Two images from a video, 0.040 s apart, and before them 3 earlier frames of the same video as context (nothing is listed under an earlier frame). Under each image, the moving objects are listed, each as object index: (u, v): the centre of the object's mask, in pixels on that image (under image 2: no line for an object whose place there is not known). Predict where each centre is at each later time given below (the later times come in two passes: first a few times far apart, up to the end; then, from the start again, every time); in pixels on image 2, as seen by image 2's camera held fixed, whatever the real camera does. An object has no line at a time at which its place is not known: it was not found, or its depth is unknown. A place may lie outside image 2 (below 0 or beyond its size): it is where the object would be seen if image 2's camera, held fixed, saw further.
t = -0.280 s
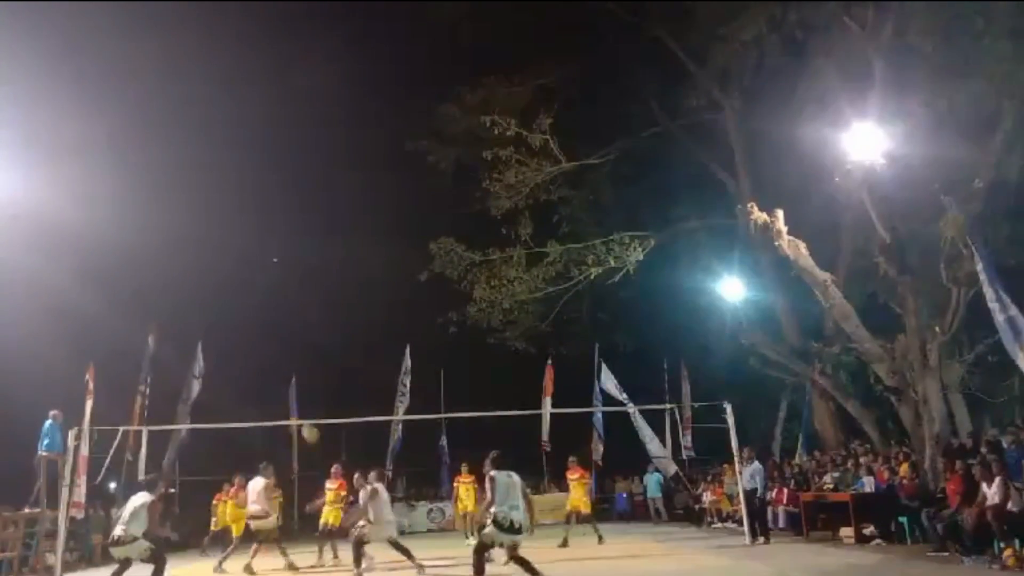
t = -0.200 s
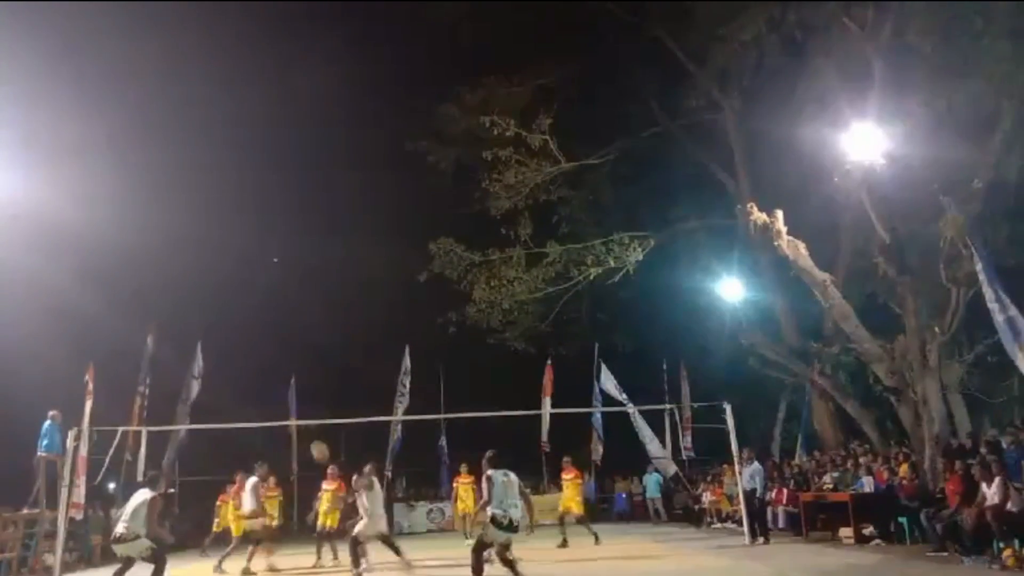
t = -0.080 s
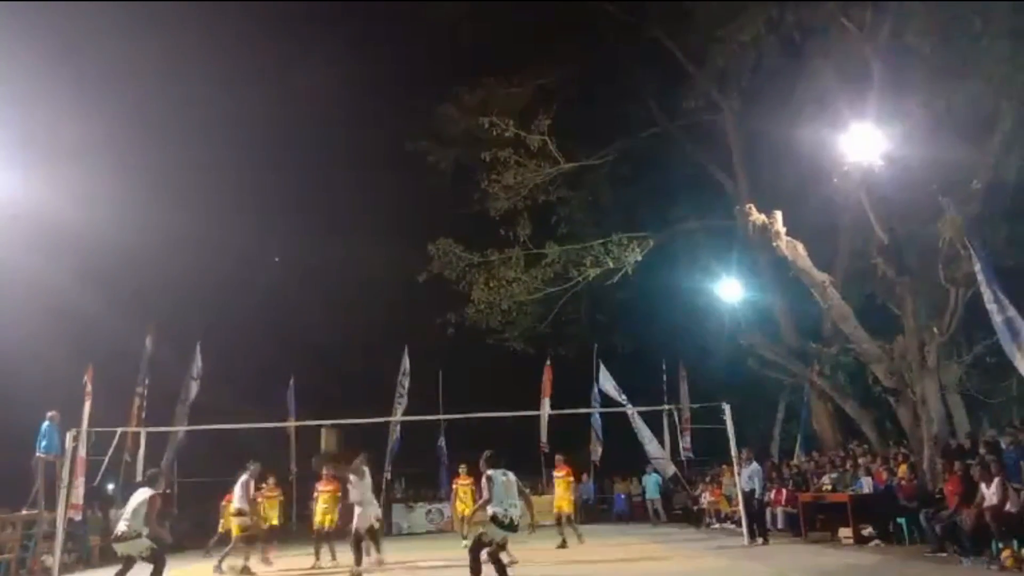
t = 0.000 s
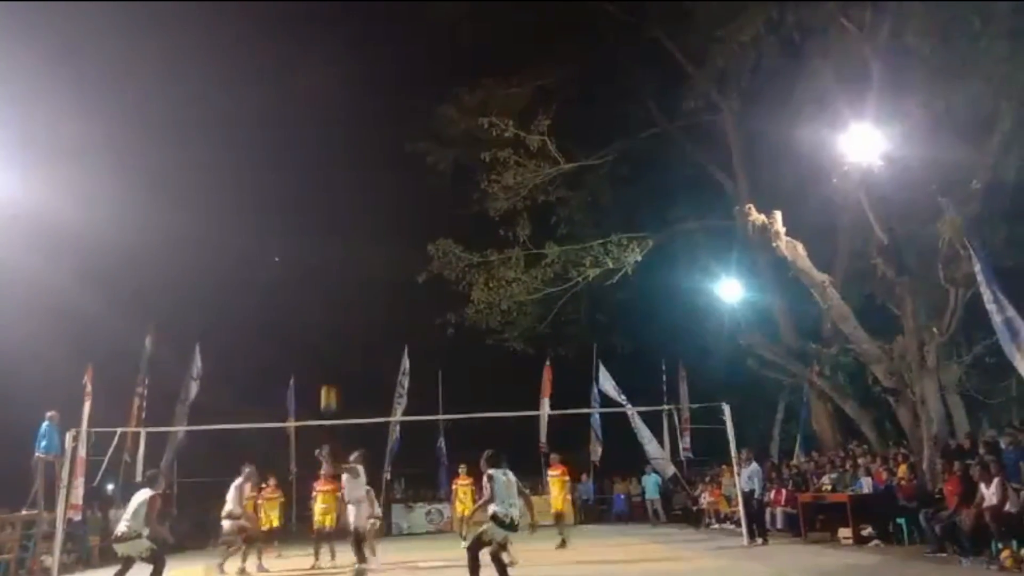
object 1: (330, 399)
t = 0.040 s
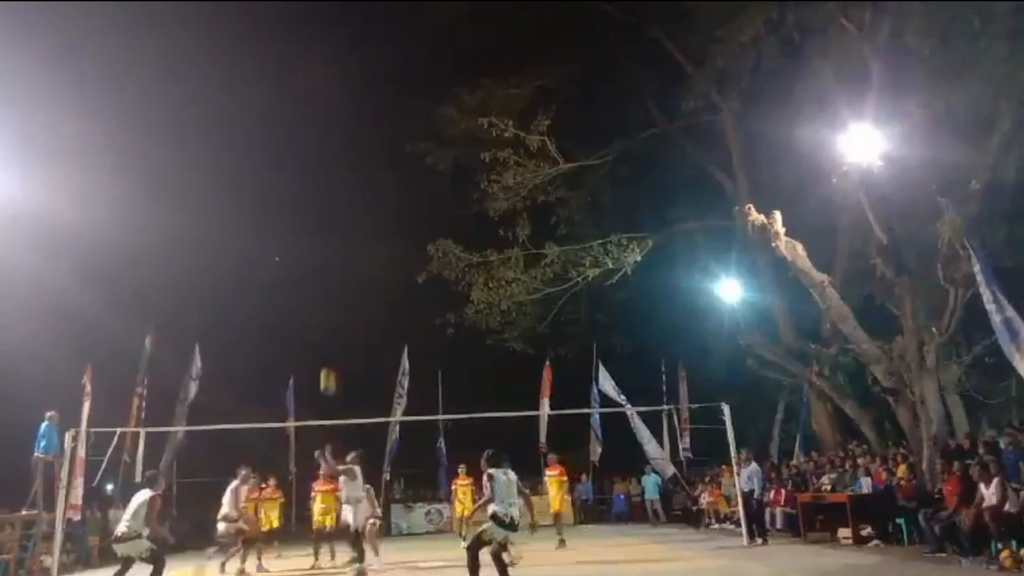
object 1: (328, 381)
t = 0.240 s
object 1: (329, 313)
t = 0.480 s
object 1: (332, 273)
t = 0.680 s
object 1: (333, 266)
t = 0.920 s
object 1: (335, 287)
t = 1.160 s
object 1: (337, 337)
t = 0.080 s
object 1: (328, 365)
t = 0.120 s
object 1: (328, 351)
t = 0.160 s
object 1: (329, 336)
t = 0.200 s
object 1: (329, 325)
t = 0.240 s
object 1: (329, 313)
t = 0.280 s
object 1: (329, 304)
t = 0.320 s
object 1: (330, 296)
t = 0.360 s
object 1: (331, 289)
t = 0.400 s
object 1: (331, 282)
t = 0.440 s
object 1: (332, 277)
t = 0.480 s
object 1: (332, 273)
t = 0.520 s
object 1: (332, 270)
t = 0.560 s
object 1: (332, 268)
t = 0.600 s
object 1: (333, 266)
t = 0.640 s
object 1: (333, 266)
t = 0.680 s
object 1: (333, 266)
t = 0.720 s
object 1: (333, 268)
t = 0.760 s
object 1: (334, 270)
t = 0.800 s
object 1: (334, 273)
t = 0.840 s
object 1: (334, 277)
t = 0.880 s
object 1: (335, 282)
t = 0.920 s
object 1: (335, 287)
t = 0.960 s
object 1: (335, 294)
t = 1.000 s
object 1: (335, 301)
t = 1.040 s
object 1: (336, 309)
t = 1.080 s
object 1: (336, 318)
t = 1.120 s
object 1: (337, 327)
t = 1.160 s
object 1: (337, 337)
